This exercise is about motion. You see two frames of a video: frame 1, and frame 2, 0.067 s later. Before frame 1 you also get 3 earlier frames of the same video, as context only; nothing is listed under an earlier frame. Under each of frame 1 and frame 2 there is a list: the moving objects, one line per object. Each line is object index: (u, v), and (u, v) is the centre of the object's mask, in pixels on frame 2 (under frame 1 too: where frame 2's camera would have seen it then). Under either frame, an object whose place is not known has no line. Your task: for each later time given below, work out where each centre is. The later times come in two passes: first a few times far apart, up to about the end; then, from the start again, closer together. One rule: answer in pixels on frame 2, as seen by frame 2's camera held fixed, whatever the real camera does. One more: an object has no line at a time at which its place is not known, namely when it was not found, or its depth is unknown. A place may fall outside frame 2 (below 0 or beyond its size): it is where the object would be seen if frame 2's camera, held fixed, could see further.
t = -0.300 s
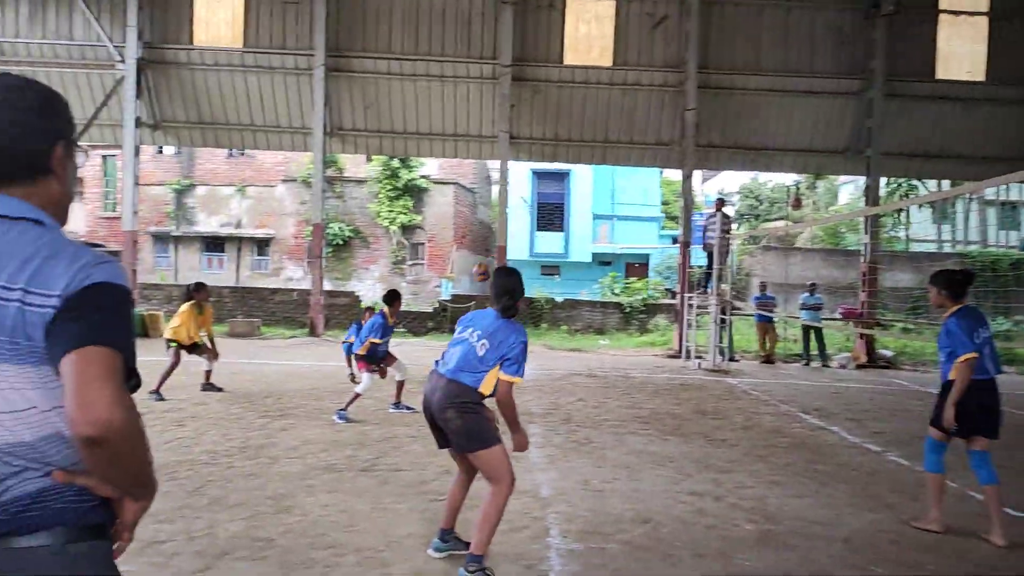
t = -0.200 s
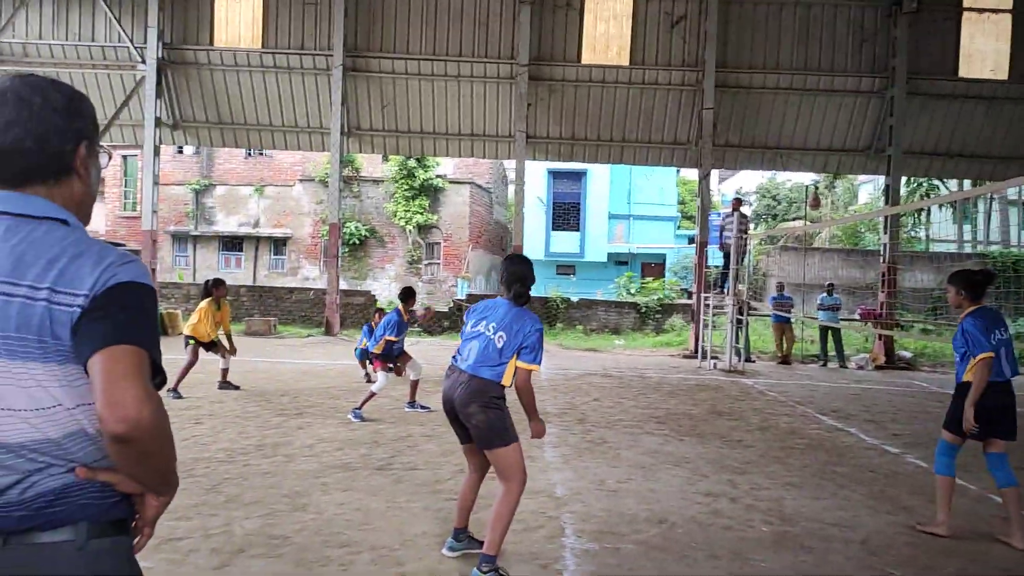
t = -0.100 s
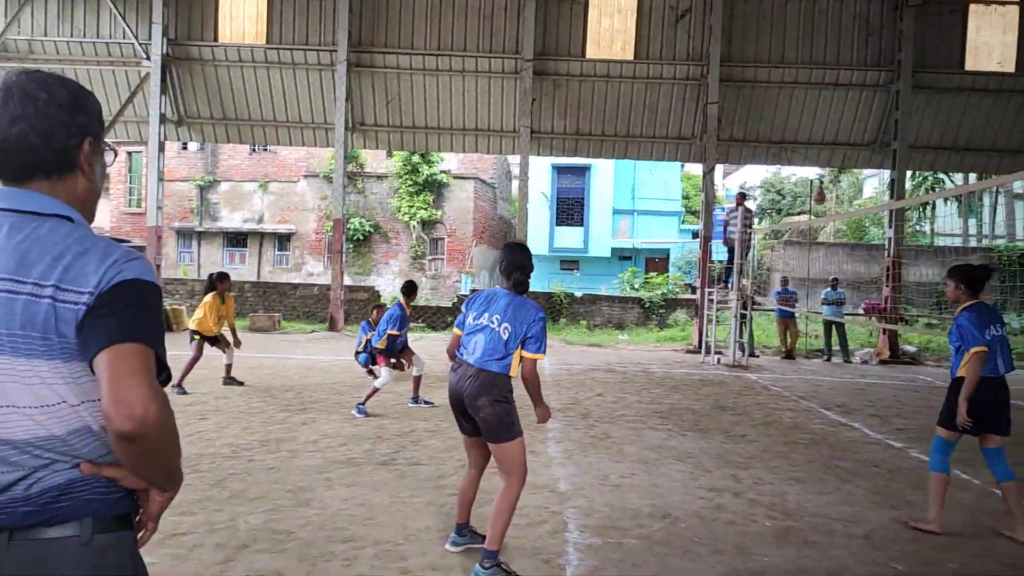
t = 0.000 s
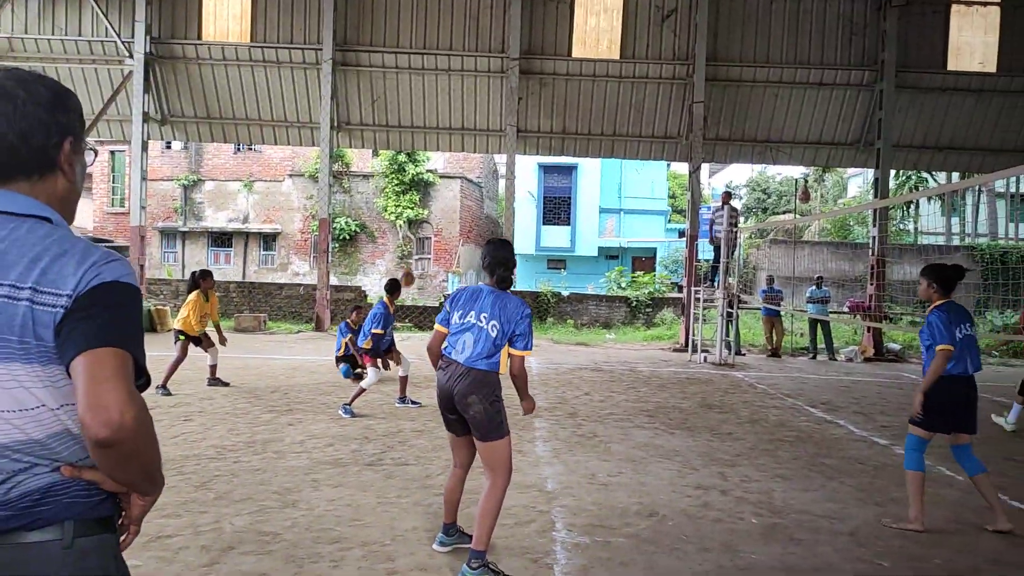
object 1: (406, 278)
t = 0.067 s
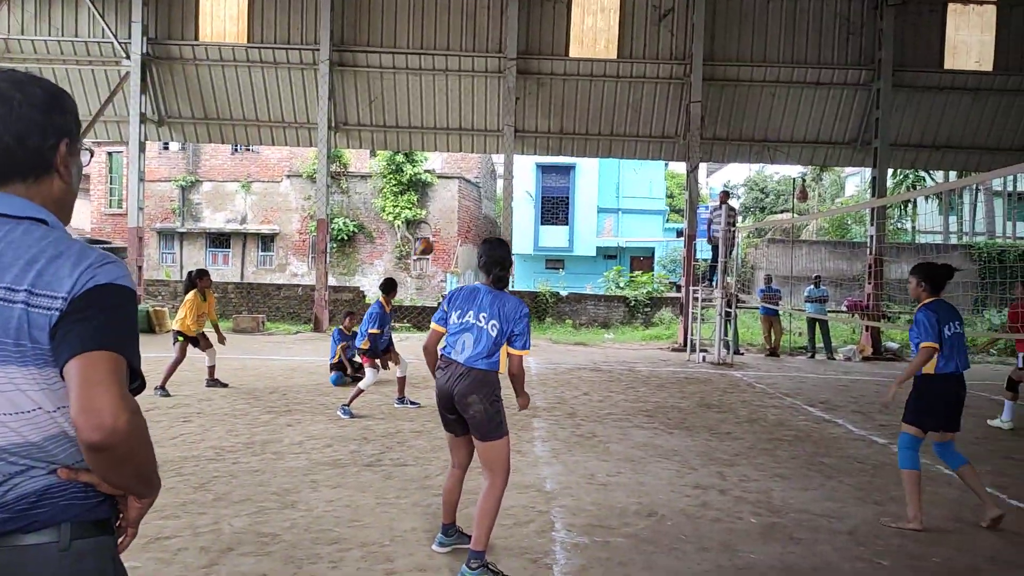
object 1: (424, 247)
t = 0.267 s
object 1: (492, 165)
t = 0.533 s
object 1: (597, 92)
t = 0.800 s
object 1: (736, 83)
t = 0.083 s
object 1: (430, 239)
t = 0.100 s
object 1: (436, 232)
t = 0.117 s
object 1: (441, 225)
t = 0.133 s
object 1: (447, 217)
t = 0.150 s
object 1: (451, 210)
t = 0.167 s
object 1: (457, 203)
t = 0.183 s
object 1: (463, 196)
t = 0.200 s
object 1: (468, 190)
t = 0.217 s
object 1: (475, 183)
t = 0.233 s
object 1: (479, 177)
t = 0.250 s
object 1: (485, 171)
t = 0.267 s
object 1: (492, 165)
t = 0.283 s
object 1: (498, 159)
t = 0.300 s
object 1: (502, 154)
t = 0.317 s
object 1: (509, 148)
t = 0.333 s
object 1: (515, 143)
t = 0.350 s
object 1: (521, 138)
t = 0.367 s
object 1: (528, 133)
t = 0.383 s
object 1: (534, 127)
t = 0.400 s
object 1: (541, 122)
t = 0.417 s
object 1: (547, 118)
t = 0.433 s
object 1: (554, 113)
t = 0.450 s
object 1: (561, 110)
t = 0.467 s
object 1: (568, 106)
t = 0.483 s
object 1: (575, 102)
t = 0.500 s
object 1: (582, 98)
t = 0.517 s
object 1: (590, 95)
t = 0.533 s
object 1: (597, 92)
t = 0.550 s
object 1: (605, 90)
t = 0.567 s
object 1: (612, 88)
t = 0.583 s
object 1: (620, 85)
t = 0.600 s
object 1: (628, 83)
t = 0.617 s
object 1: (636, 81)
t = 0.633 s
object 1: (643, 80)
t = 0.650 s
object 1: (652, 80)
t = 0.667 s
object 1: (660, 79)
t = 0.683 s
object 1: (670, 79)
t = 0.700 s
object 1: (678, 78)
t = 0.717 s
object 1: (689, 78)
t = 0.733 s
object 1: (698, 78)
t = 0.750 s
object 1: (706, 80)
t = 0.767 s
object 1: (716, 80)
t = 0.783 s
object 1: (726, 81)
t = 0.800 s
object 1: (736, 83)
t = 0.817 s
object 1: (747, 85)
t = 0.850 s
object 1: (767, 91)
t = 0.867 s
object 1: (778, 94)
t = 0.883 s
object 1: (788, 97)
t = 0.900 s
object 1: (799, 101)
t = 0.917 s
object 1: (810, 106)
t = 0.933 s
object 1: (822, 111)
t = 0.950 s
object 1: (835, 118)
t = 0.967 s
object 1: (847, 123)
